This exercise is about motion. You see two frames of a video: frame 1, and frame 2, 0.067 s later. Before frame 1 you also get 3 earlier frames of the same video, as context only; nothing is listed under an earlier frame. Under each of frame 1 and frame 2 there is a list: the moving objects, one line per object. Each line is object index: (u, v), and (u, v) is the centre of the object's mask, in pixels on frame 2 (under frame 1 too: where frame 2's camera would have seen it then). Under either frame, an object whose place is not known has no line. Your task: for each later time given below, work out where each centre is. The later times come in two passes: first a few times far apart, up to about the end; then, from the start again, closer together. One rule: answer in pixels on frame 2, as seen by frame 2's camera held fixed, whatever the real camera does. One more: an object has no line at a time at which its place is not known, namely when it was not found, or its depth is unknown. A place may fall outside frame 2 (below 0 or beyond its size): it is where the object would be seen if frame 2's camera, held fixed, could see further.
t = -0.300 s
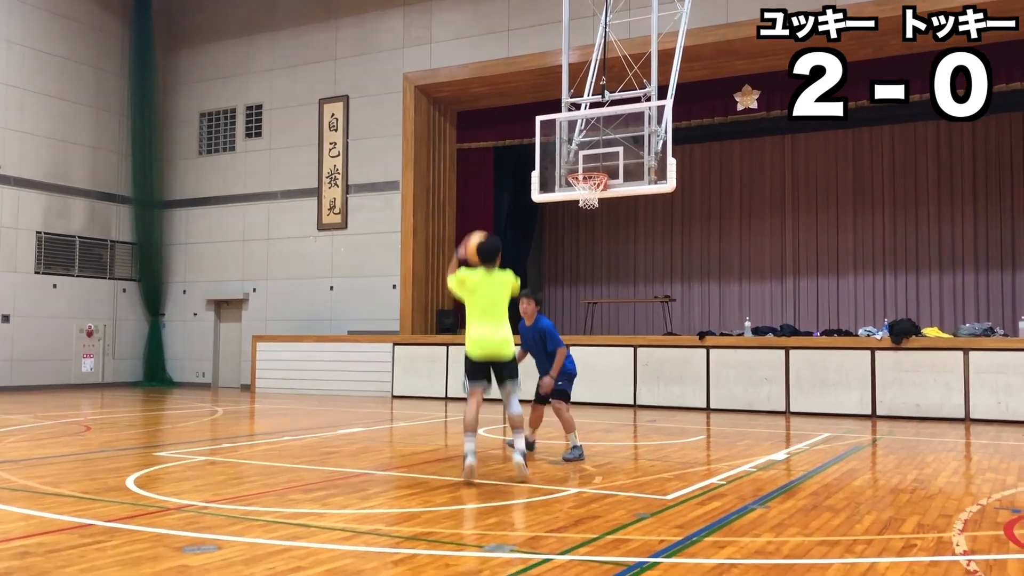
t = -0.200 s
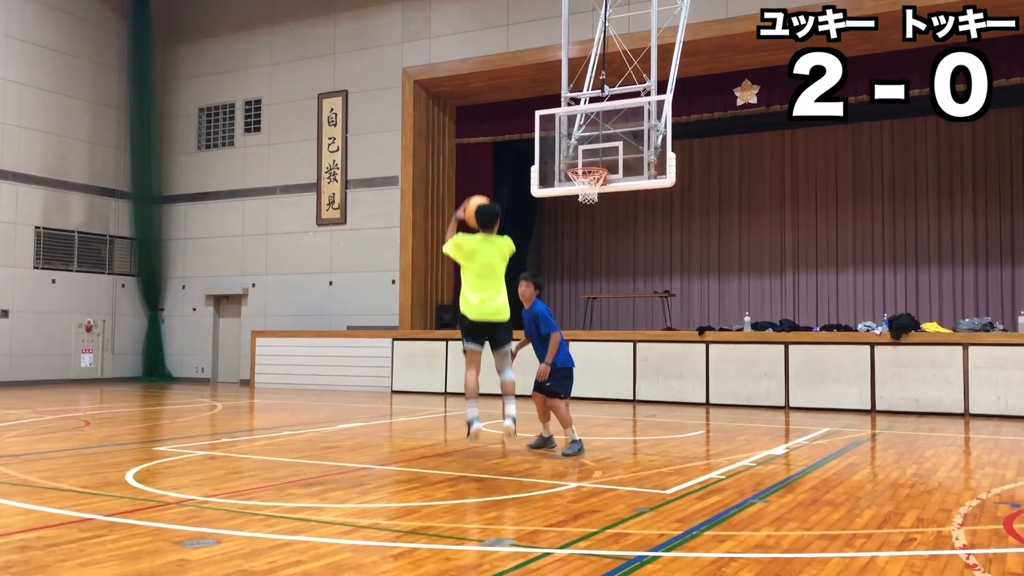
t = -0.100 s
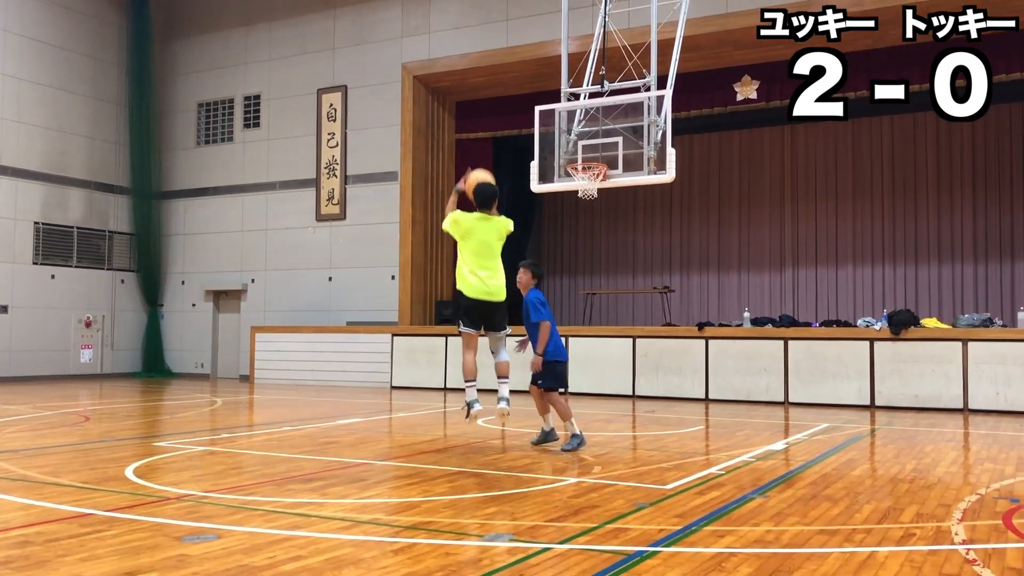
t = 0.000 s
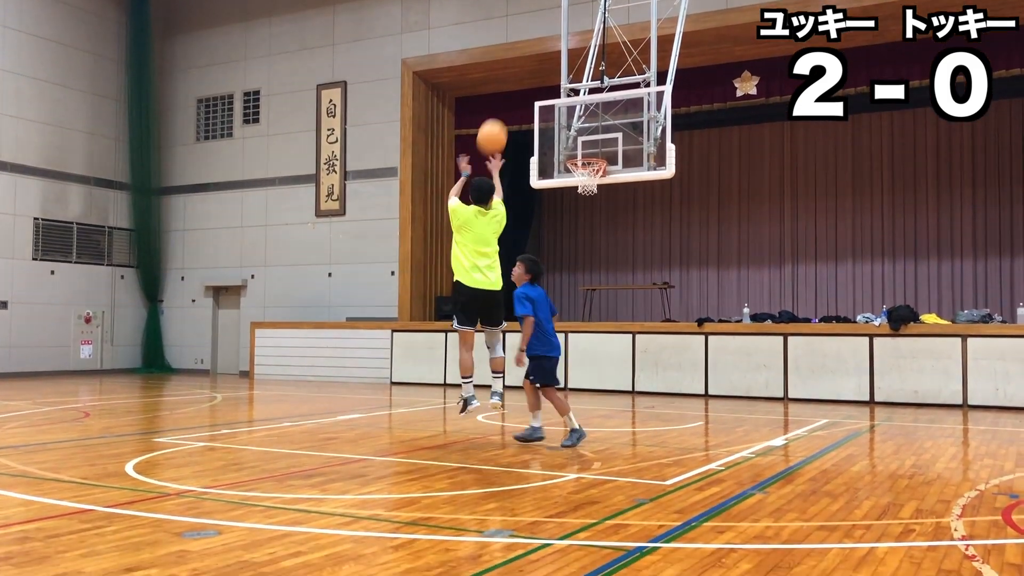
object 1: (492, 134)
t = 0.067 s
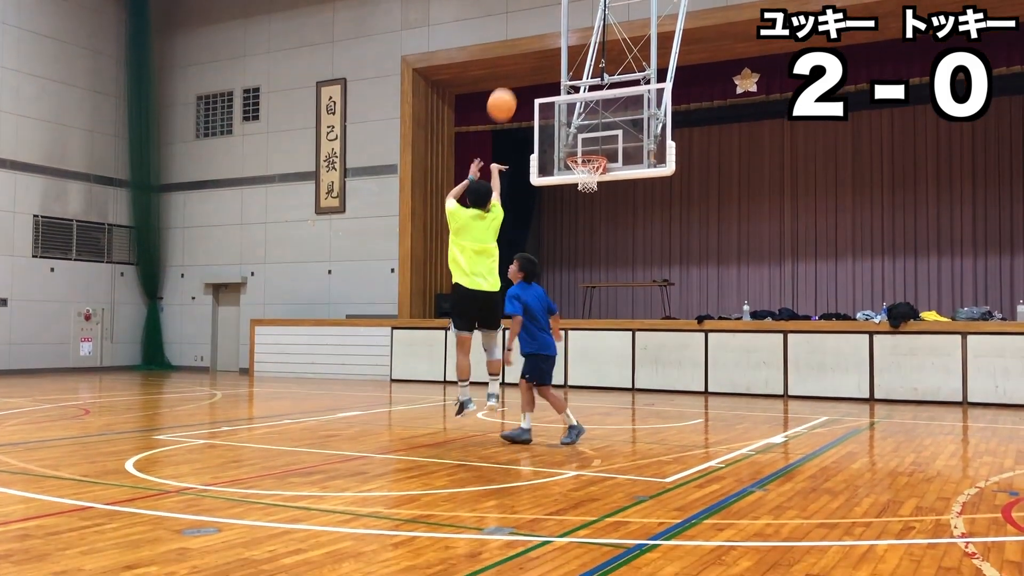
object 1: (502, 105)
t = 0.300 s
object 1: (530, 51)
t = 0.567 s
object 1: (555, 63)
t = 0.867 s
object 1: (578, 141)
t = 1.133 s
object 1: (596, 196)
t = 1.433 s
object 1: (618, 292)
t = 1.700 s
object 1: (638, 387)
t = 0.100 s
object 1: (506, 93)
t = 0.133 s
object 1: (511, 82)
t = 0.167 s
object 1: (515, 73)
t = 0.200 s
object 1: (519, 65)
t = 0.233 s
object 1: (523, 59)
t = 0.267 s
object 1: (527, 54)
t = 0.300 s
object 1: (530, 51)
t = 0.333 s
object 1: (534, 49)
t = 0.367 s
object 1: (537, 48)
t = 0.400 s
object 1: (541, 48)
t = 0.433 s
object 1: (544, 49)
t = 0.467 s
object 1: (547, 51)
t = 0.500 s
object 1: (550, 54)
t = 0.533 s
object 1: (553, 58)
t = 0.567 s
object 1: (555, 63)
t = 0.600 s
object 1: (558, 68)
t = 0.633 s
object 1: (561, 74)
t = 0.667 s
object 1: (564, 82)
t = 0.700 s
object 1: (566, 89)
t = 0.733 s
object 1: (569, 99)
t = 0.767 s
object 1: (571, 109)
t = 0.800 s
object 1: (573, 119)
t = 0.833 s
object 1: (575, 130)
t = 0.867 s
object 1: (578, 141)
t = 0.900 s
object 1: (580, 150)
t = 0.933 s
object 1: (582, 165)
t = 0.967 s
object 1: (584, 176)
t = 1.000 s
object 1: (586, 177)
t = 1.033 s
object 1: (588, 182)
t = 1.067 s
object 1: (591, 186)
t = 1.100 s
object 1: (593, 191)
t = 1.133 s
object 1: (596, 196)
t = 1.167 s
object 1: (598, 203)
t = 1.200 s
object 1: (601, 211)
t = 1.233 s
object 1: (603, 220)
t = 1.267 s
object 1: (606, 230)
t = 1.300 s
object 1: (608, 240)
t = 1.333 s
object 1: (611, 252)
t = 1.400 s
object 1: (616, 277)
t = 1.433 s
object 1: (618, 292)
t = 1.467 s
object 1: (621, 307)
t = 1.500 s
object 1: (622, 322)
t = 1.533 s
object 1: (625, 340)
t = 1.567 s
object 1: (627, 358)
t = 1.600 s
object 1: (630, 378)
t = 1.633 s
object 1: (632, 398)
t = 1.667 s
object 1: (635, 402)
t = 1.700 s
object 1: (638, 387)
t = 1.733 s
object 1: (641, 373)
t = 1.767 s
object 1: (643, 359)
